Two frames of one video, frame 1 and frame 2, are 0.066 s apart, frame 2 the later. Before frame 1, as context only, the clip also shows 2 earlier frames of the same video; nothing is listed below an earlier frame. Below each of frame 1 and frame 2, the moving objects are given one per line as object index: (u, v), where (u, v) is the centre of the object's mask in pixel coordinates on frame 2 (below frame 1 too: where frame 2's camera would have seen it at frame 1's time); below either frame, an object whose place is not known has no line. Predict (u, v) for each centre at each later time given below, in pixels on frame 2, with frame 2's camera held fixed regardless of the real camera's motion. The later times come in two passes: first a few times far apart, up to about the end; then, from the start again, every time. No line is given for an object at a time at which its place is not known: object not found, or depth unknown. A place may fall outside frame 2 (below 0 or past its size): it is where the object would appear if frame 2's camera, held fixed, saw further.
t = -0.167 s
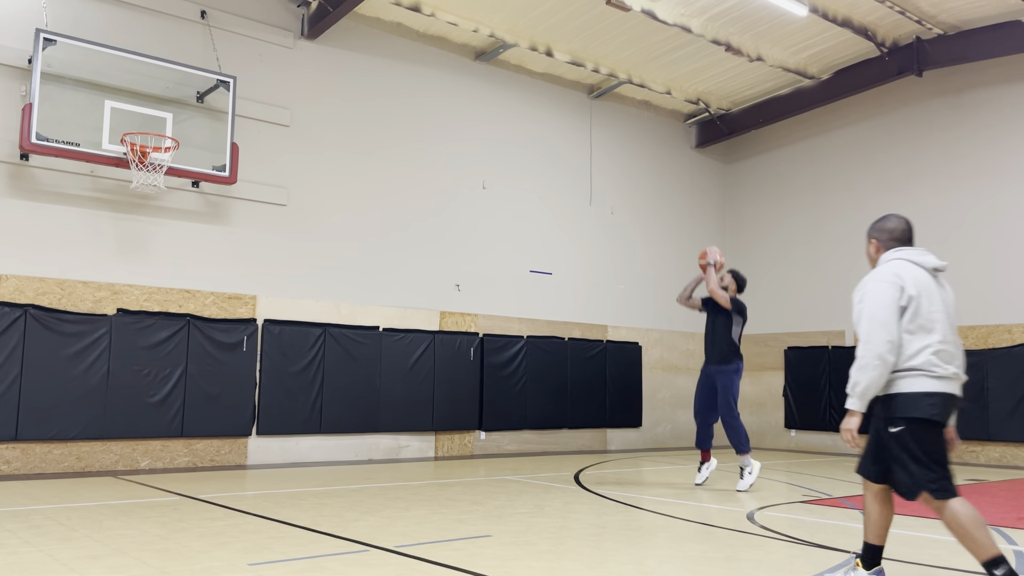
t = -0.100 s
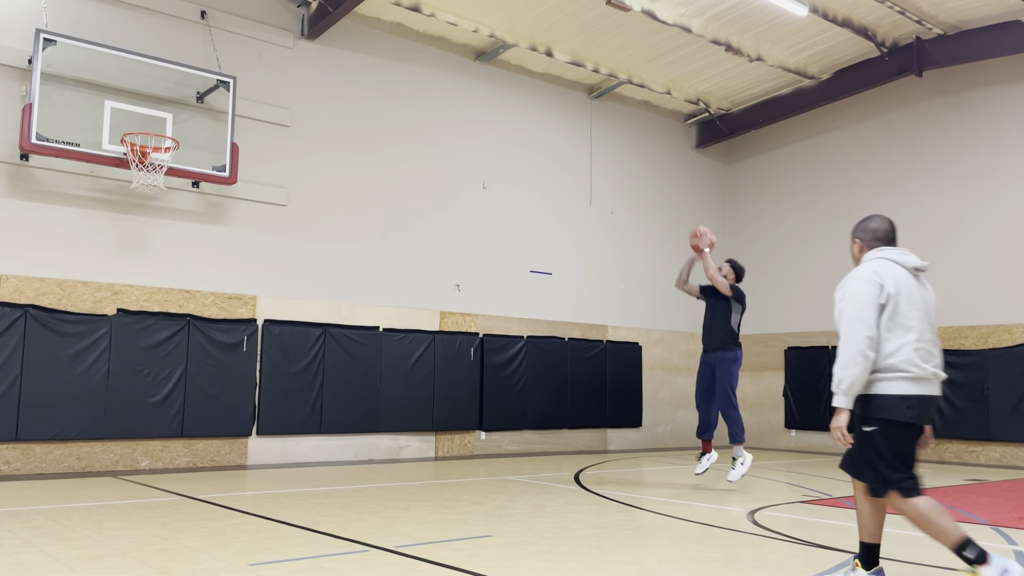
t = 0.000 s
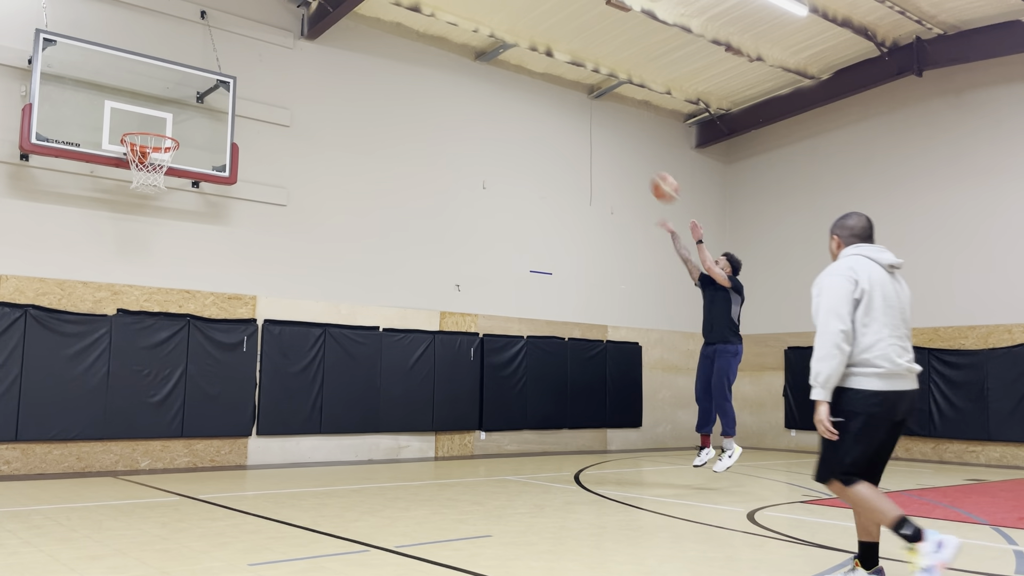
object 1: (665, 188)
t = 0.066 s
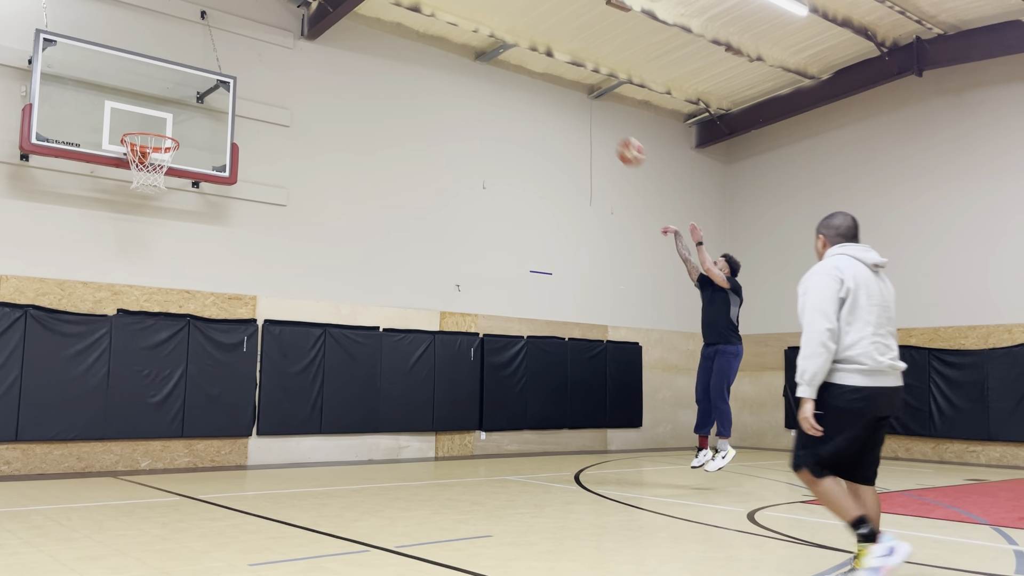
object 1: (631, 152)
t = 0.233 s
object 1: (548, 83)
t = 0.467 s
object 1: (433, 34)
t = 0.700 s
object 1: (319, 38)
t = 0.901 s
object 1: (218, 84)
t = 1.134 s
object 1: (121, 161)
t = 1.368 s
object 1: (121, 184)
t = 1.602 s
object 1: (117, 262)
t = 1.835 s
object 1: (109, 398)
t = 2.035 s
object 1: (118, 409)
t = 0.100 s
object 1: (614, 136)
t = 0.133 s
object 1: (598, 122)
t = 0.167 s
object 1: (580, 107)
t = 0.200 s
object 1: (565, 95)
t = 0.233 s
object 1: (548, 83)
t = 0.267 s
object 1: (531, 73)
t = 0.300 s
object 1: (515, 64)
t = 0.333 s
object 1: (498, 55)
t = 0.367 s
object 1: (483, 49)
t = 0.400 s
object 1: (466, 43)
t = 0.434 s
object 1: (449, 37)
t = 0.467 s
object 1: (433, 34)
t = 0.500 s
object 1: (417, 31)
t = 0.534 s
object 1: (401, 29)
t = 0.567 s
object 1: (385, 29)
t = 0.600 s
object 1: (369, 30)
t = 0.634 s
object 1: (352, 31)
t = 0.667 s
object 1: (335, 34)
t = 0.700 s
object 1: (319, 38)
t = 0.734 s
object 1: (303, 43)
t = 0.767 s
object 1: (286, 48)
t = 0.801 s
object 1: (269, 56)
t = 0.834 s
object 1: (252, 64)
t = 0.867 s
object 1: (236, 73)
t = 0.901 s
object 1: (218, 84)
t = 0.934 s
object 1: (201, 96)
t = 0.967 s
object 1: (184, 109)
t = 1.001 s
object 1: (167, 122)
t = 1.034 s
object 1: (151, 141)
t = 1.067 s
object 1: (134, 154)
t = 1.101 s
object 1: (125, 159)
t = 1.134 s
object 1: (121, 161)
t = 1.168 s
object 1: (121, 161)
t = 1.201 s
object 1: (121, 162)
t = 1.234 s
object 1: (122, 164)
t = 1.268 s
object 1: (121, 167)
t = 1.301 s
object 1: (121, 171)
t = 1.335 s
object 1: (121, 177)
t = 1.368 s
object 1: (121, 184)
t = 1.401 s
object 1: (120, 191)
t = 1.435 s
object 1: (120, 200)
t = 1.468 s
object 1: (120, 210)
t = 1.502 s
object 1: (120, 221)
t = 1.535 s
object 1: (119, 234)
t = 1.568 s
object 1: (118, 247)
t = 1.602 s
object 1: (117, 262)
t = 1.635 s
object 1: (116, 278)
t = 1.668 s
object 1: (115, 295)
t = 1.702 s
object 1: (114, 314)
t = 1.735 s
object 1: (114, 332)
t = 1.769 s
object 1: (112, 353)
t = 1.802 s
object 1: (110, 376)
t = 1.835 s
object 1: (109, 398)
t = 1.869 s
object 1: (107, 423)
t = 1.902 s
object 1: (106, 445)
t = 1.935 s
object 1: (105, 465)
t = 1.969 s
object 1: (110, 443)
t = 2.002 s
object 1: (113, 425)
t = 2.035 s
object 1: (118, 409)
